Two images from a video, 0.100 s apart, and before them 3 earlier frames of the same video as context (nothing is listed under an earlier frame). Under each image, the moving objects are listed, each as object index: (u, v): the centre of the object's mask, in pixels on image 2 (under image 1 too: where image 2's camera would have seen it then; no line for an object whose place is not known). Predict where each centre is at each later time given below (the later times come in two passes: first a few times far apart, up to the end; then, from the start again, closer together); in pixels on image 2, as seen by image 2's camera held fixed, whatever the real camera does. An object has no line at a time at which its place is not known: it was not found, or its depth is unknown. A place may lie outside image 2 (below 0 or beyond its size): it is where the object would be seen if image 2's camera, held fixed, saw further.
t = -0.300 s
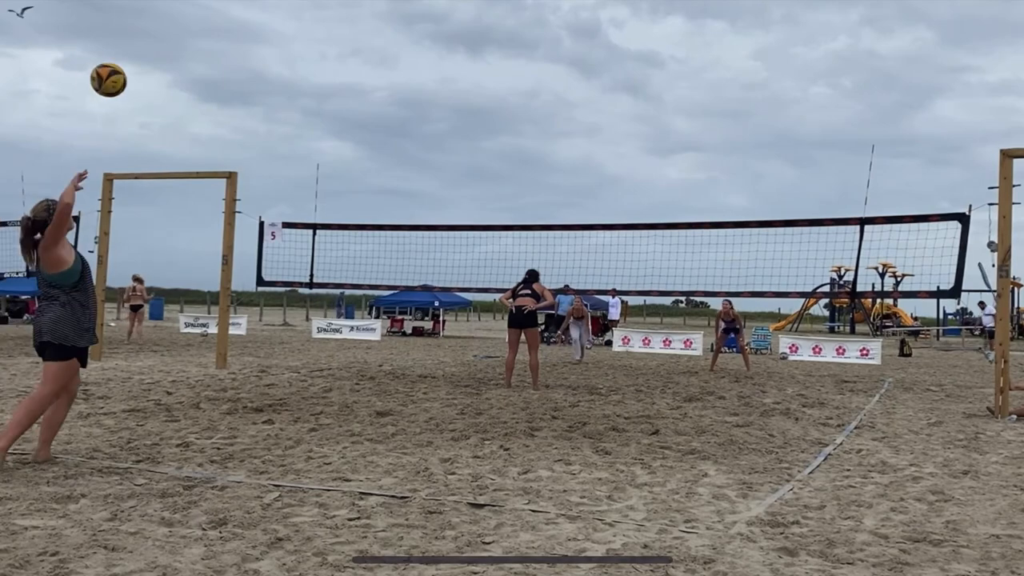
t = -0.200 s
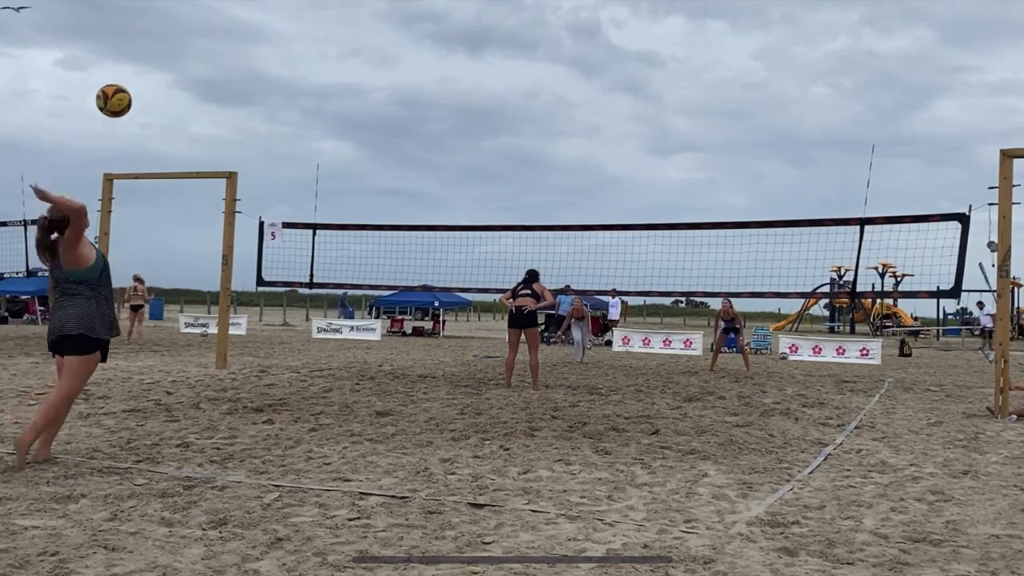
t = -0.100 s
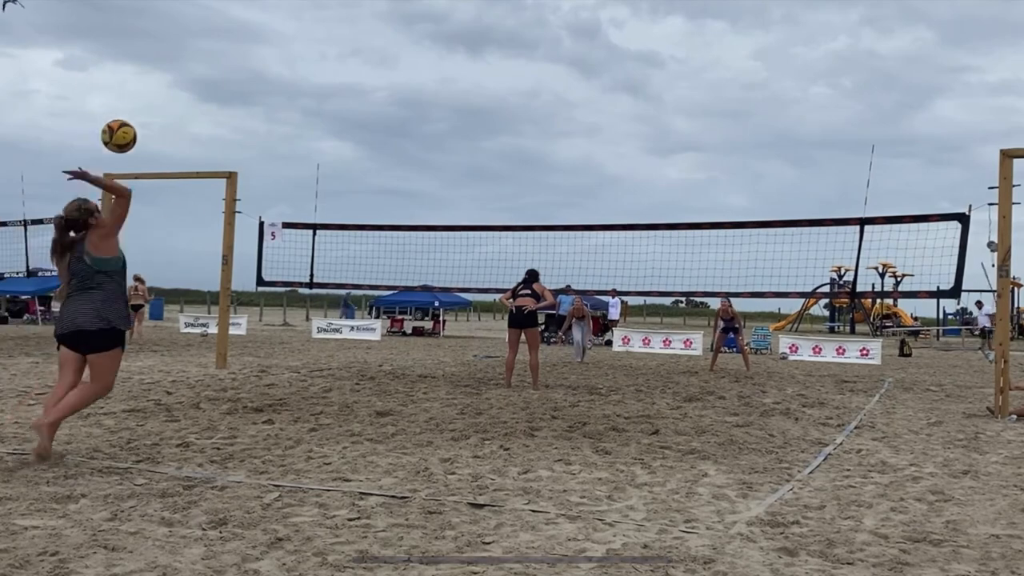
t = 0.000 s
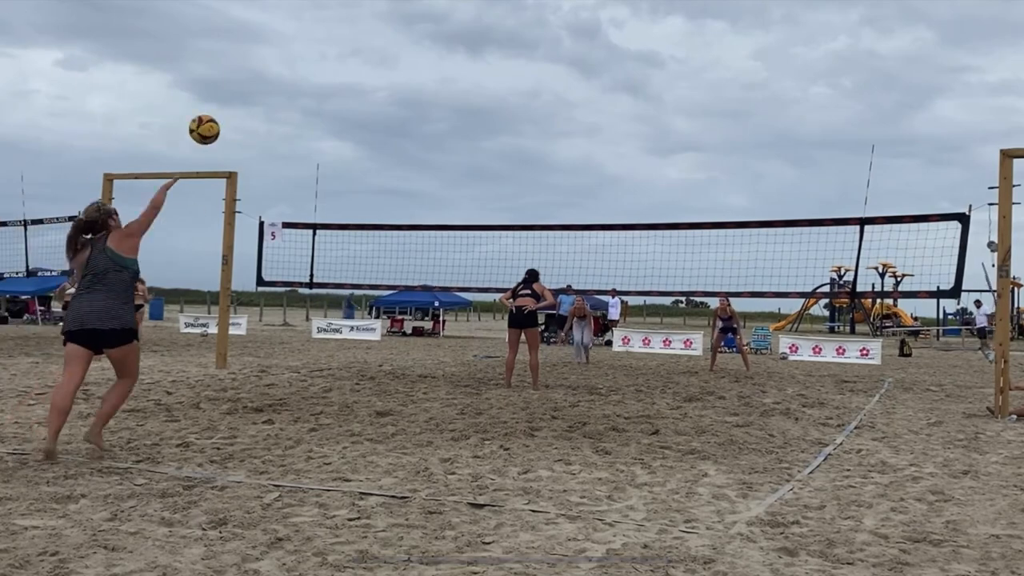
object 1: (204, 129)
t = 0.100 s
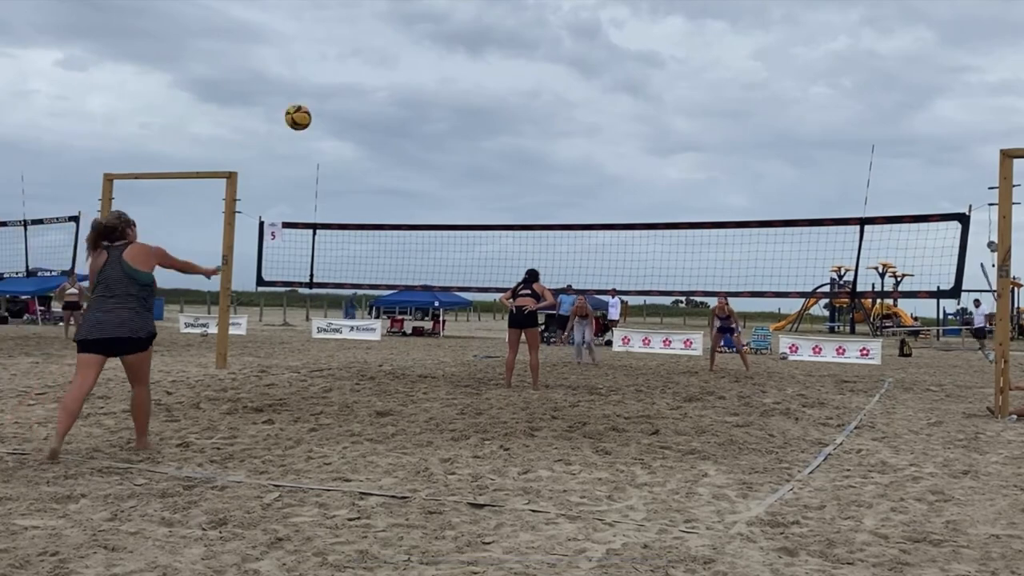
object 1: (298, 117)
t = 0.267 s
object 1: (406, 125)
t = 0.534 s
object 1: (511, 177)
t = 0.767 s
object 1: (569, 241)
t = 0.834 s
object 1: (582, 262)
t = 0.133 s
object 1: (324, 117)
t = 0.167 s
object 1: (347, 117)
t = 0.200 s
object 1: (368, 119)
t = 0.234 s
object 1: (388, 122)
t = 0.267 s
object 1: (406, 125)
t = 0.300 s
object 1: (423, 130)
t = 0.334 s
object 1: (439, 136)
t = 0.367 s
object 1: (453, 142)
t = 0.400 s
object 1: (466, 148)
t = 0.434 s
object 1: (478, 155)
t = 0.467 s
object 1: (490, 162)
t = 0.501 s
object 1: (501, 169)
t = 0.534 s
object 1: (511, 177)
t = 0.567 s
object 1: (521, 185)
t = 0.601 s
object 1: (530, 194)
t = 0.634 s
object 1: (538, 203)
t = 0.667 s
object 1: (546, 212)
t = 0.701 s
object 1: (554, 220)
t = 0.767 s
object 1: (569, 241)
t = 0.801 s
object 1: (575, 251)
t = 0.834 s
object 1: (582, 262)
